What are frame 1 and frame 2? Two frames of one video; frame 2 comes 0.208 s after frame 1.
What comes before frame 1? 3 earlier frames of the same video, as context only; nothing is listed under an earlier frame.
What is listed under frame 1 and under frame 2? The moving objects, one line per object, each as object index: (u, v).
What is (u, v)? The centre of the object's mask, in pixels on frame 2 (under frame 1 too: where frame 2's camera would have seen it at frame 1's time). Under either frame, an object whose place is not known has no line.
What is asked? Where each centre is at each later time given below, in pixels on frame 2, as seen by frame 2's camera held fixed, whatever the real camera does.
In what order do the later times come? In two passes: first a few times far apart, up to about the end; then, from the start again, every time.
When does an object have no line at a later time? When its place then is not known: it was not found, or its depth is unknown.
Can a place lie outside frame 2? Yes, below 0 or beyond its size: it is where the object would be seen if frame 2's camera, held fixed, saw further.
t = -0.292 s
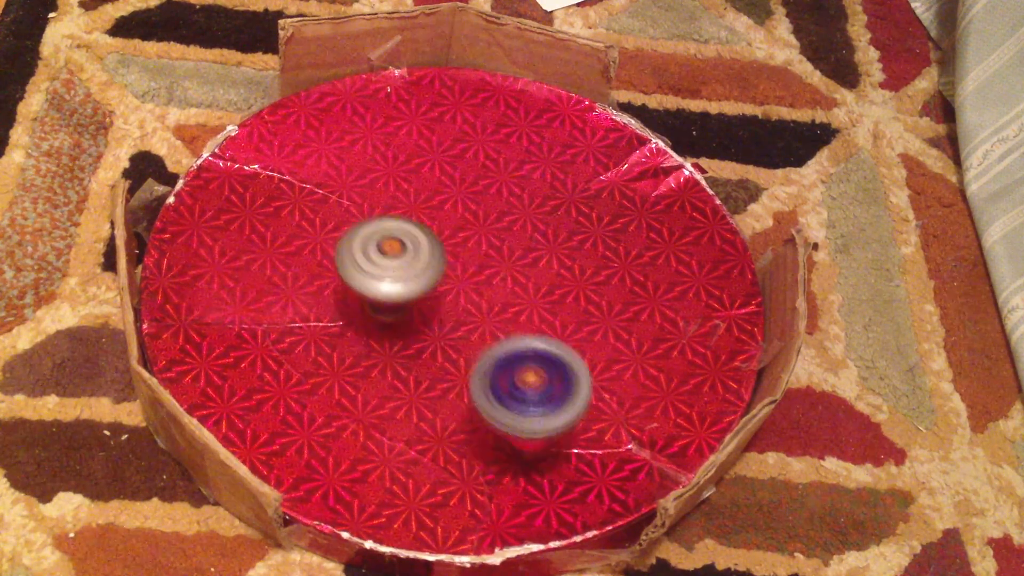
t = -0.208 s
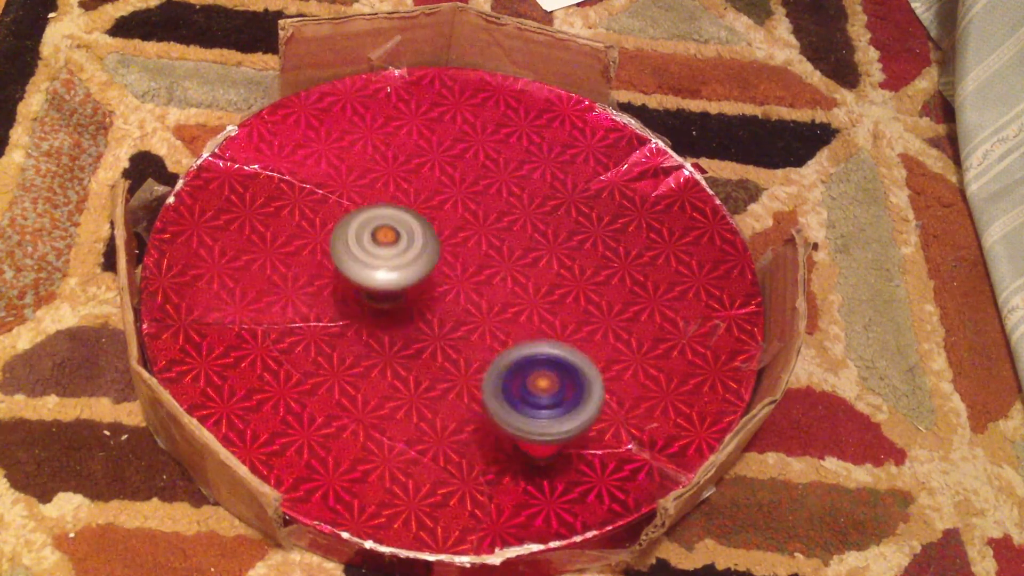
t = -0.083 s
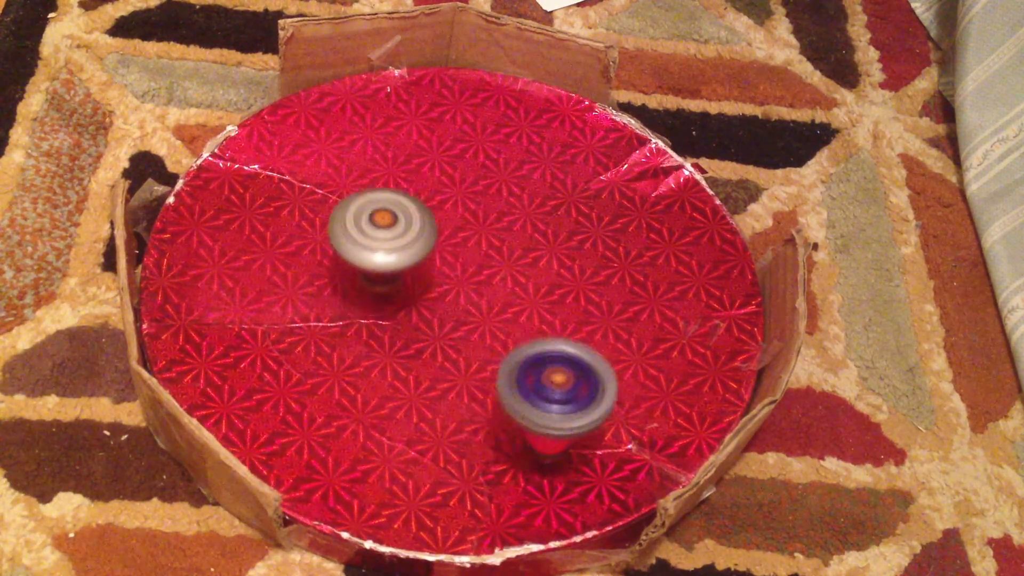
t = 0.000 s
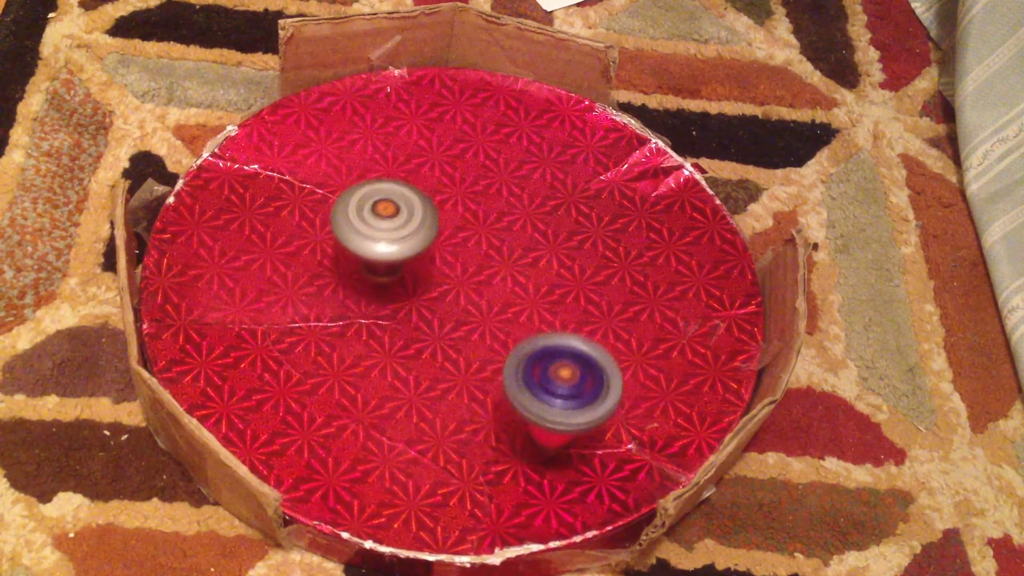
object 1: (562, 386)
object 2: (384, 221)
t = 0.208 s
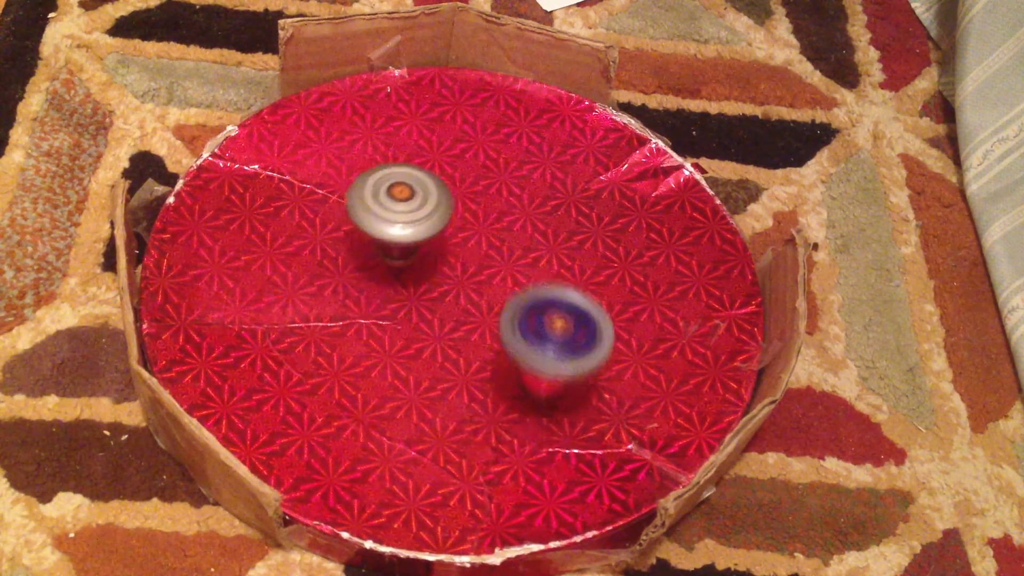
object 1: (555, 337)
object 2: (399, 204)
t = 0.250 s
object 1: (553, 324)
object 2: (404, 203)
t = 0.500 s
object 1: (549, 241)
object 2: (441, 195)
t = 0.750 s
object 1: (639, 200)
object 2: (416, 168)
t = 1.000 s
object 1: (681, 175)
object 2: (404, 173)
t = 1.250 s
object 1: (647, 165)
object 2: (422, 204)
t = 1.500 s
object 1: (547, 150)
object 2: (471, 239)
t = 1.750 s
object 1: (441, 116)
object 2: (529, 260)
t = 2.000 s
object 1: (357, 94)
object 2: (562, 260)
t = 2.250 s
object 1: (308, 121)
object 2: (544, 247)
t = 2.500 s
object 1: (311, 190)
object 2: (493, 234)
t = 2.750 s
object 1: (321, 275)
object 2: (441, 234)
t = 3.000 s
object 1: (360, 341)
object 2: (411, 250)
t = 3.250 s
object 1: (390, 360)
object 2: (419, 268)
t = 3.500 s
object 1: (437, 360)
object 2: (450, 269)
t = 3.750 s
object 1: (515, 342)
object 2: (482, 252)
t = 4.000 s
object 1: (589, 313)
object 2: (498, 222)
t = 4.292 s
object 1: (620, 289)
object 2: (487, 198)
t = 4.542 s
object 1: (615, 270)
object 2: (474, 194)
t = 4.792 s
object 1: (587, 238)
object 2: (469, 217)
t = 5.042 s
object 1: (652, 192)
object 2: (393, 247)
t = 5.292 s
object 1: (688, 166)
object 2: (364, 290)
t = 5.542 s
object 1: (638, 156)
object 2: (401, 314)
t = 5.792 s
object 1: (544, 135)
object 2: (453, 280)
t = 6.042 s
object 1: (463, 93)
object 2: (463, 221)
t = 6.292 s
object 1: (411, 78)
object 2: (424, 176)
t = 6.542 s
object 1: (382, 82)
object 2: (388, 204)
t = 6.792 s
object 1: (369, 132)
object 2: (428, 253)
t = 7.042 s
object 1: (354, 209)
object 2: (505, 260)
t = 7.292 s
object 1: (306, 271)
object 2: (541, 219)
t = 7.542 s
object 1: (300, 285)
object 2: (510, 173)
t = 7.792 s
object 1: (347, 263)
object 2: (456, 168)
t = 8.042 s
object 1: (361, 325)
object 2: (469, 145)
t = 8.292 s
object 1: (335, 379)
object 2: (512, 112)
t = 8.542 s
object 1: (350, 365)
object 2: (542, 115)
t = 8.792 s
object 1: (434, 325)
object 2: (577, 158)
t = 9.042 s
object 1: (531, 326)
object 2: (613, 201)
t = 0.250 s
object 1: (553, 324)
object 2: (404, 203)
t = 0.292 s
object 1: (552, 311)
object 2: (410, 201)
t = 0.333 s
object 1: (551, 298)
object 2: (416, 199)
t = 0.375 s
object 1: (550, 283)
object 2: (422, 198)
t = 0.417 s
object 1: (550, 269)
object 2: (428, 198)
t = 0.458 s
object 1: (550, 255)
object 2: (435, 196)
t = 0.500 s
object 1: (549, 241)
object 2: (441, 195)
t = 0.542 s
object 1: (555, 230)
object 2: (445, 193)
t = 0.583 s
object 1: (582, 222)
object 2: (436, 187)
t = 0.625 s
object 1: (594, 217)
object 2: (431, 182)
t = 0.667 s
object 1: (608, 210)
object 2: (425, 176)
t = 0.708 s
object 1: (624, 204)
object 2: (421, 171)
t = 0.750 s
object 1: (639, 200)
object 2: (416, 168)
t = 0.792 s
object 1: (651, 195)
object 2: (413, 166)
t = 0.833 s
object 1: (660, 190)
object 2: (411, 166)
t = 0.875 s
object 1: (669, 185)
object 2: (409, 167)
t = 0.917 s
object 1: (677, 181)
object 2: (407, 169)
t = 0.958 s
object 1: (680, 178)
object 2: (405, 170)
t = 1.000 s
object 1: (681, 175)
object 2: (404, 173)
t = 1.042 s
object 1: (681, 174)
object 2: (404, 177)
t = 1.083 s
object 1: (679, 171)
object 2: (406, 181)
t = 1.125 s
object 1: (675, 169)
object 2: (408, 185)
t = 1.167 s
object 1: (669, 167)
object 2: (411, 190)
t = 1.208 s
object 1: (659, 166)
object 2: (417, 198)
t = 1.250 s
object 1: (647, 165)
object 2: (422, 204)
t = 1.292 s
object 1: (631, 161)
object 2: (429, 211)
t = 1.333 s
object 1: (615, 163)
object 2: (437, 217)
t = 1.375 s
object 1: (597, 158)
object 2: (445, 224)
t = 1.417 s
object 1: (580, 155)
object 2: (454, 228)
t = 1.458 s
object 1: (563, 153)
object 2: (462, 233)
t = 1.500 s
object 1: (547, 150)
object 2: (471, 239)
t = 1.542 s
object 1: (527, 145)
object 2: (482, 243)
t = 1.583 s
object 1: (510, 141)
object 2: (491, 248)
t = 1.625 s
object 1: (492, 135)
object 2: (501, 252)
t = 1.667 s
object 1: (475, 130)
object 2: (510, 256)
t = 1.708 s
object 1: (458, 122)
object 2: (519, 258)
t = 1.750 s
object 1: (441, 116)
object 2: (529, 260)
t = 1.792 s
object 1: (425, 111)
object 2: (536, 260)
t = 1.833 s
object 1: (409, 105)
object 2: (543, 260)
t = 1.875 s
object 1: (395, 101)
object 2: (550, 261)
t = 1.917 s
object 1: (382, 97)
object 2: (555, 260)
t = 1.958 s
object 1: (369, 95)
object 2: (559, 261)
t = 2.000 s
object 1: (357, 94)
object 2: (562, 260)
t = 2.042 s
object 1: (347, 96)
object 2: (562, 259)
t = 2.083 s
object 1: (338, 96)
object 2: (561, 258)
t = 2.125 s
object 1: (330, 100)
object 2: (559, 256)
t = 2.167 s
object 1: (322, 106)
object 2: (555, 253)
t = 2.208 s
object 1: (314, 113)
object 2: (549, 251)
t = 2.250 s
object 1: (308, 121)
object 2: (544, 247)
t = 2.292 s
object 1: (303, 129)
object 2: (536, 245)
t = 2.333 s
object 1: (303, 138)
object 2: (527, 242)
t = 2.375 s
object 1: (306, 150)
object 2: (520, 240)
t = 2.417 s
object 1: (308, 163)
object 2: (512, 238)
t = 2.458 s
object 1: (310, 176)
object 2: (502, 236)
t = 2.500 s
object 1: (311, 190)
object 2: (493, 234)
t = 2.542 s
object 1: (313, 204)
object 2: (484, 233)
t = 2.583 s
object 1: (314, 220)
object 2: (475, 232)
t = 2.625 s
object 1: (315, 235)
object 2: (466, 232)
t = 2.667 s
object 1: (316, 249)
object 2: (458, 232)
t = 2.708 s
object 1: (317, 263)
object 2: (449, 233)
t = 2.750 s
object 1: (321, 275)
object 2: (441, 234)
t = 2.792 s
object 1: (328, 287)
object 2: (436, 235)
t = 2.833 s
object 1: (334, 300)
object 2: (429, 237)
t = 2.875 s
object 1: (339, 312)
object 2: (422, 240)
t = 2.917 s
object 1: (345, 322)
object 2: (418, 243)
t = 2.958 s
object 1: (353, 332)
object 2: (413, 246)
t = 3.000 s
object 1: (360, 341)
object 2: (411, 250)
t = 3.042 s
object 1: (365, 346)
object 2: (410, 253)
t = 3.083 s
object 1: (369, 350)
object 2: (410, 256)
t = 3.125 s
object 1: (373, 354)
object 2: (413, 260)
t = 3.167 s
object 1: (379, 356)
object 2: (413, 262)
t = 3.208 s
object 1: (385, 358)
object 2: (416, 265)
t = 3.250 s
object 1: (390, 360)
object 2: (419, 268)
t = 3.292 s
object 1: (396, 360)
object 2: (421, 269)
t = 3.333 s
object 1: (402, 360)
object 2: (424, 271)
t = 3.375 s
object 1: (410, 362)
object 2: (430, 272)
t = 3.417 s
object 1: (417, 362)
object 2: (435, 272)
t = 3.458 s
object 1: (426, 361)
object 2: (442, 270)
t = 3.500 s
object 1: (437, 360)
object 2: (450, 269)
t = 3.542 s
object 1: (448, 359)
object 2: (457, 268)
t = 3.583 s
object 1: (459, 356)
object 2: (463, 266)
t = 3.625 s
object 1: (472, 353)
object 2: (468, 263)
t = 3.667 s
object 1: (486, 350)
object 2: (472, 260)
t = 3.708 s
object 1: (500, 346)
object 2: (477, 257)
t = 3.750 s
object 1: (515, 342)
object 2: (482, 252)
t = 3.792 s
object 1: (528, 337)
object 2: (485, 247)
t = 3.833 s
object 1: (541, 332)
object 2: (489, 243)
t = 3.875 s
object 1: (555, 328)
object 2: (492, 238)
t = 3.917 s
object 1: (567, 323)
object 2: (495, 233)
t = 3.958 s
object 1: (579, 318)
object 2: (497, 227)
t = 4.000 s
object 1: (589, 313)
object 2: (498, 222)
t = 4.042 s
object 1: (597, 309)
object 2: (498, 217)
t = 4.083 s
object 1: (606, 304)
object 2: (498, 212)
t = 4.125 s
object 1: (612, 300)
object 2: (497, 208)
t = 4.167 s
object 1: (616, 296)
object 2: (496, 204)
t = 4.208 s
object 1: (619, 293)
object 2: (493, 201)
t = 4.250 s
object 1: (620, 291)
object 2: (489, 199)
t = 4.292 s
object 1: (620, 289)
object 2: (487, 198)
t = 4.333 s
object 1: (621, 285)
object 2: (484, 195)
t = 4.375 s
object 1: (621, 279)
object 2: (480, 193)
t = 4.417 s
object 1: (622, 277)
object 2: (478, 192)
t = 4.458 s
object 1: (621, 276)
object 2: (476, 192)
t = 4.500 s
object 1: (619, 273)
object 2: (475, 193)
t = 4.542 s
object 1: (615, 270)
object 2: (474, 194)
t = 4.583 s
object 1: (612, 265)
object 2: (472, 196)
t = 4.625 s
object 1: (608, 263)
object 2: (471, 200)
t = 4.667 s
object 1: (603, 257)
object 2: (470, 203)
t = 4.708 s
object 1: (599, 252)
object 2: (469, 207)
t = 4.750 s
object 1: (593, 246)
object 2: (468, 212)
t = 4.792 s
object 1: (587, 238)
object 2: (469, 217)
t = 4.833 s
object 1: (581, 231)
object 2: (468, 224)
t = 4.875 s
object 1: (588, 223)
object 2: (454, 230)
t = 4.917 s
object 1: (615, 212)
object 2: (427, 235)
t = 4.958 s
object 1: (630, 206)
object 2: (412, 240)
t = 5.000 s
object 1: (640, 200)
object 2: (404, 244)
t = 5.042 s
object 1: (652, 192)
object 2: (393, 247)
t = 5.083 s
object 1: (662, 186)
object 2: (383, 254)
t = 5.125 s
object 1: (671, 181)
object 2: (377, 262)
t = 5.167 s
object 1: (680, 175)
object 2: (372, 269)
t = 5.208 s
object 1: (684, 171)
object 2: (368, 275)
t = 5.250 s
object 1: (687, 167)
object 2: (364, 282)
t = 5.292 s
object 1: (688, 166)
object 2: (364, 290)
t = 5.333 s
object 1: (686, 164)
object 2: (365, 297)
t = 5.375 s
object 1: (682, 162)
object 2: (368, 303)
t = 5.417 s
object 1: (675, 160)
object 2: (374, 309)
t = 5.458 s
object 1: (664, 160)
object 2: (383, 312)
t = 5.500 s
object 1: (651, 158)
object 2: (392, 314)
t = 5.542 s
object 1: (638, 156)
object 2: (401, 314)
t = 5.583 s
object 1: (622, 156)
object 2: (412, 312)
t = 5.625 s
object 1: (606, 152)
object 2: (422, 307)
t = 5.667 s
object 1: (590, 148)
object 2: (431, 302)
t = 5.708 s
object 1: (576, 145)
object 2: (439, 296)
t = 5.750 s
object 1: (560, 141)
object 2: (447, 288)
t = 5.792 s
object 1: (544, 135)
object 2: (453, 280)
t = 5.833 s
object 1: (528, 129)
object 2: (458, 271)
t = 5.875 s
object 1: (515, 124)
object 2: (462, 262)
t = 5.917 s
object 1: (501, 115)
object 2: (464, 251)
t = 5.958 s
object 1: (487, 106)
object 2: (464, 241)
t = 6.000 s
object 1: (475, 100)
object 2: (464, 231)
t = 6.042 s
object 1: (463, 93)
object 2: (463, 221)
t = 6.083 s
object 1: (452, 86)
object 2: (459, 211)
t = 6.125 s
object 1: (441, 81)
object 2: (453, 202)
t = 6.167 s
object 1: (430, 78)
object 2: (449, 194)
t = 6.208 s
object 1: (423, 77)
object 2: (440, 187)
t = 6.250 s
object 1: (416, 77)
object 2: (432, 181)
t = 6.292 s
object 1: (411, 78)
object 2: (424, 176)
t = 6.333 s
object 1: (407, 77)
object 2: (415, 172)
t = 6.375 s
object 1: (401, 81)
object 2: (405, 172)
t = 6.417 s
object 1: (394, 82)
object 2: (399, 181)
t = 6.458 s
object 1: (391, 80)
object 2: (396, 188)
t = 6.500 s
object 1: (387, 81)
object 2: (392, 195)
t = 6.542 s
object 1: (382, 82)
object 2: (388, 204)
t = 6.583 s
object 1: (379, 84)
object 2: (390, 214)
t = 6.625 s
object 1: (377, 90)
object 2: (394, 222)
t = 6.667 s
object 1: (375, 98)
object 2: (399, 230)
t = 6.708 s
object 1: (373, 108)
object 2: (407, 239)
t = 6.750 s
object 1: (371, 121)
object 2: (417, 247)
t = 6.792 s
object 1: (369, 132)
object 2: (428, 253)
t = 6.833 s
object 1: (367, 145)
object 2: (440, 259)
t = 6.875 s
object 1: (367, 157)
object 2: (454, 262)
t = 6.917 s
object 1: (366, 170)
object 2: (466, 264)
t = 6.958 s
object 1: (363, 184)
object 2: (479, 266)
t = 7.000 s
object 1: (359, 196)
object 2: (492, 263)
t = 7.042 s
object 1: (354, 209)
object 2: (505, 260)
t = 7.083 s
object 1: (348, 221)
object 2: (514, 255)
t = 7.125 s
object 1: (340, 233)
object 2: (523, 250)
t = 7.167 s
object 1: (330, 244)
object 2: (531, 244)
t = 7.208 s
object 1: (321, 254)
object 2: (537, 236)
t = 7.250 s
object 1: (312, 263)
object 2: (540, 228)
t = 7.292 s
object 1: (306, 271)
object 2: (541, 219)
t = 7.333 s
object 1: (301, 276)
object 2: (540, 211)
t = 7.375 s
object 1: (296, 281)
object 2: (537, 202)
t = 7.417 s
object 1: (293, 283)
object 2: (532, 194)
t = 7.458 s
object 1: (294, 283)
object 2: (526, 186)
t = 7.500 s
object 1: (296, 283)
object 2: (518, 180)
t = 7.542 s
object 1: (300, 285)
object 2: (510, 173)
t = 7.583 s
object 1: (302, 284)
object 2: (502, 169)
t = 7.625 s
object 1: (306, 280)
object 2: (492, 164)
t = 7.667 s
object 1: (316, 277)
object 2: (482, 163)
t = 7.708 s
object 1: (326, 272)
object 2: (472, 162)
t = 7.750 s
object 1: (338, 268)
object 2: (464, 164)
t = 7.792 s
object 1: (347, 263)
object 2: (456, 168)
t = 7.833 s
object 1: (362, 258)
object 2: (449, 173)
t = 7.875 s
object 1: (374, 256)
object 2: (442, 179)
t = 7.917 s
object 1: (381, 259)
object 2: (440, 184)
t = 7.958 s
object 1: (371, 284)
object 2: (451, 168)
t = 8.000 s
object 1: (362, 310)
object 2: (463, 152)
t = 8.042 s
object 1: (361, 325)
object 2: (469, 145)
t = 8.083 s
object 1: (362, 333)
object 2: (476, 141)
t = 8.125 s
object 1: (362, 344)
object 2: (485, 135)
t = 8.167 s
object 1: (355, 355)
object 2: (493, 128)
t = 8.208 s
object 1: (348, 365)
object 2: (500, 122)
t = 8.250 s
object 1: (341, 374)
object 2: (506, 116)
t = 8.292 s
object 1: (335, 379)
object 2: (512, 112)
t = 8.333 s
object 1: (332, 381)
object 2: (517, 108)
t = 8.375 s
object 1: (331, 381)
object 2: (522, 107)
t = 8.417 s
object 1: (332, 380)
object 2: (526, 106)
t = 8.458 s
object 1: (336, 377)
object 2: (531, 108)
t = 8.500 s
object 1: (341, 372)
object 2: (538, 111)
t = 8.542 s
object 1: (350, 365)
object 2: (542, 115)
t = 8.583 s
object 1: (360, 357)
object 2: (548, 122)
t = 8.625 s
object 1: (373, 348)
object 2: (555, 129)
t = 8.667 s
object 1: (388, 340)
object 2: (560, 135)
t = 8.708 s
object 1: (403, 334)
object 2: (566, 144)
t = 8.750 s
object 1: (418, 329)
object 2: (572, 151)
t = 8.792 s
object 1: (434, 325)
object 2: (577, 158)
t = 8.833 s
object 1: (450, 321)
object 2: (581, 166)
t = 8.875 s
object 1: (467, 320)
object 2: (587, 175)
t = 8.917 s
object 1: (484, 320)
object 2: (594, 182)
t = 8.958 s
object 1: (500, 321)
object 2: (600, 188)
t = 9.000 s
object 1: (515, 322)
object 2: (607, 195)
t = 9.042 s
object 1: (531, 326)
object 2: (613, 201)
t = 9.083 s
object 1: (546, 330)
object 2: (619, 207)
